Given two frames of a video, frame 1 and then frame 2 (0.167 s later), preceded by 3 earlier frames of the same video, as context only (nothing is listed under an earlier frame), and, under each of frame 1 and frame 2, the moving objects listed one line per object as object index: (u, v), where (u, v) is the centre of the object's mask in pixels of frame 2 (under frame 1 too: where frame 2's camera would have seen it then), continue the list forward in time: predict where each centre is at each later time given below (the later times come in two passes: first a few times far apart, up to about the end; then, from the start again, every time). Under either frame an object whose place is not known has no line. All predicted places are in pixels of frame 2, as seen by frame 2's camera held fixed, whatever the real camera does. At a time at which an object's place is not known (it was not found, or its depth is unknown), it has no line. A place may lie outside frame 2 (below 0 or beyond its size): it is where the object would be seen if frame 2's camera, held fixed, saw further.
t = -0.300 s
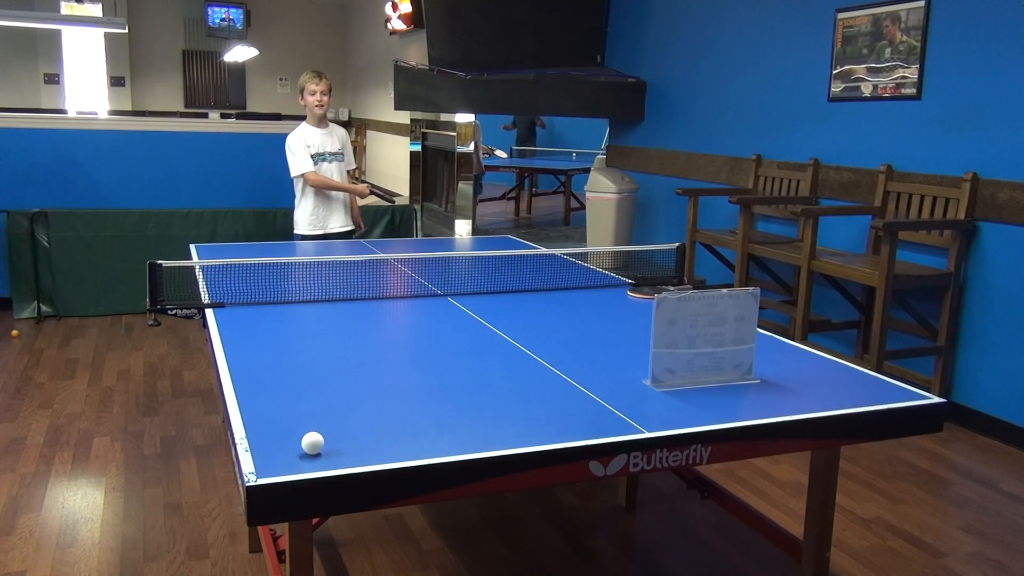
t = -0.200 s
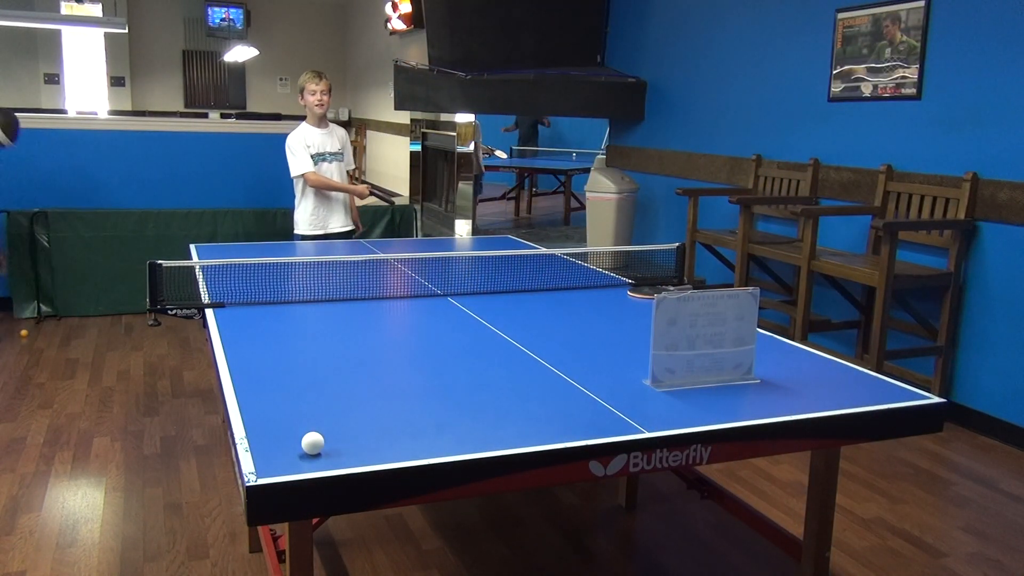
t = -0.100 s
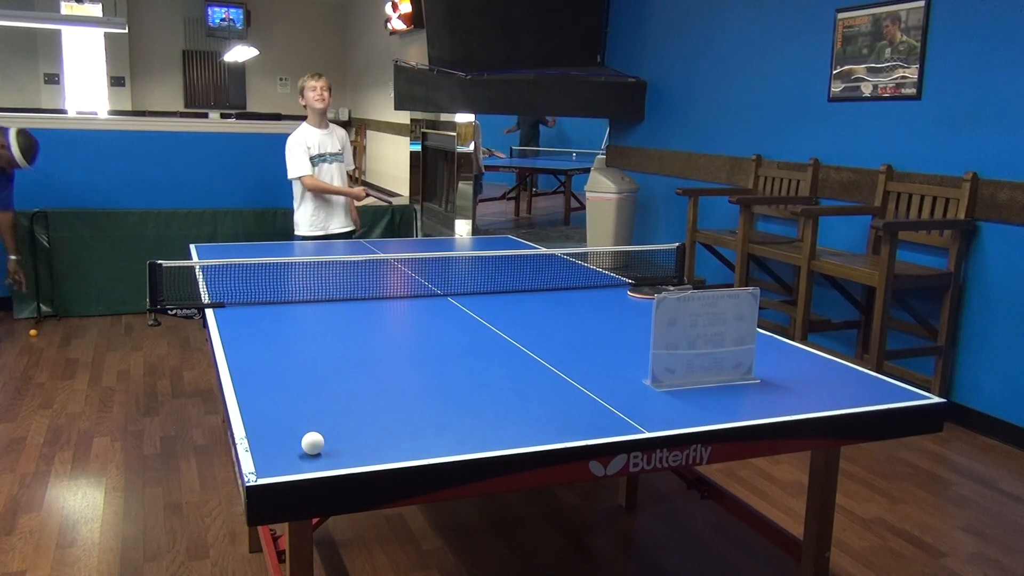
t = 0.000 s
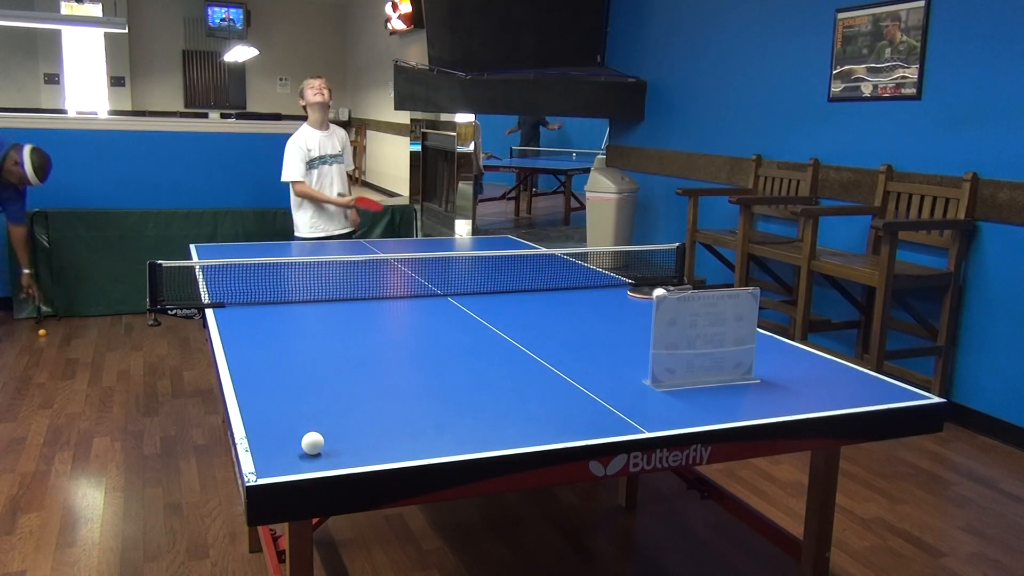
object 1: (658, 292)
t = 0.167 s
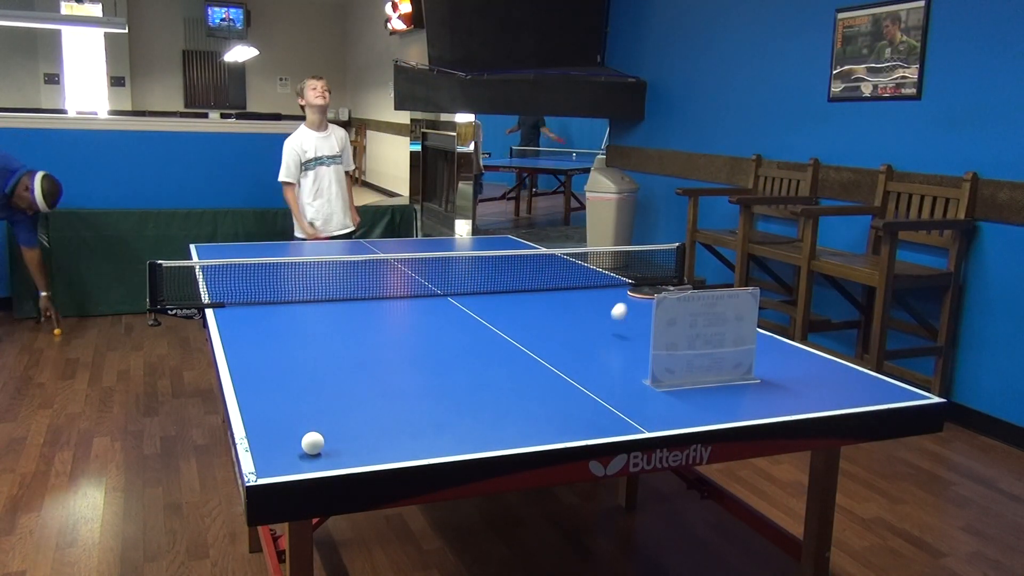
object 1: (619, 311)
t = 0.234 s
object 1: (604, 313)
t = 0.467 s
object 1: (557, 299)
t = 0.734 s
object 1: (508, 288)
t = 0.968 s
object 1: (470, 276)
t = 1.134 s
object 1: (445, 273)
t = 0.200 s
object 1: (611, 325)
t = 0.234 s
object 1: (604, 313)
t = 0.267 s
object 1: (597, 300)
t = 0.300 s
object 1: (590, 291)
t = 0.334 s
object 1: (584, 285)
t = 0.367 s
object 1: (577, 284)
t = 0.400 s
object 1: (570, 285)
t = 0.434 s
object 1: (563, 290)
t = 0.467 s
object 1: (557, 299)
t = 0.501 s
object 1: (549, 311)
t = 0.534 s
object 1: (543, 303)
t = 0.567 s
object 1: (537, 292)
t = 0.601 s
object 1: (532, 284)
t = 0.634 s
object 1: (526, 280)
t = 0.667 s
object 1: (520, 279)
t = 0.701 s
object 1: (514, 282)
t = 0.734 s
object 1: (508, 288)
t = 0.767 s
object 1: (502, 297)
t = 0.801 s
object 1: (496, 299)
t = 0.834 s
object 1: (491, 287)
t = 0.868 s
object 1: (485, 280)
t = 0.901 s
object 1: (480, 275)
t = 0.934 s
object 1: (475, 274)
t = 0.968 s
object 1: (470, 276)
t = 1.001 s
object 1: (465, 282)
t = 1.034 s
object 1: (459, 290)
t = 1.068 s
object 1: (455, 289)
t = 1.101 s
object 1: (450, 280)
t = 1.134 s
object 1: (445, 273)
